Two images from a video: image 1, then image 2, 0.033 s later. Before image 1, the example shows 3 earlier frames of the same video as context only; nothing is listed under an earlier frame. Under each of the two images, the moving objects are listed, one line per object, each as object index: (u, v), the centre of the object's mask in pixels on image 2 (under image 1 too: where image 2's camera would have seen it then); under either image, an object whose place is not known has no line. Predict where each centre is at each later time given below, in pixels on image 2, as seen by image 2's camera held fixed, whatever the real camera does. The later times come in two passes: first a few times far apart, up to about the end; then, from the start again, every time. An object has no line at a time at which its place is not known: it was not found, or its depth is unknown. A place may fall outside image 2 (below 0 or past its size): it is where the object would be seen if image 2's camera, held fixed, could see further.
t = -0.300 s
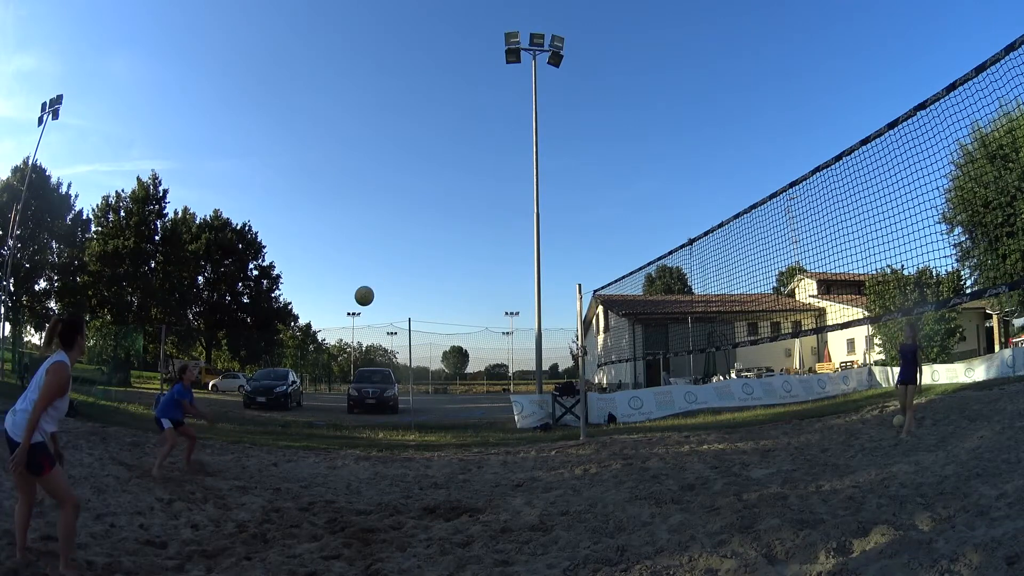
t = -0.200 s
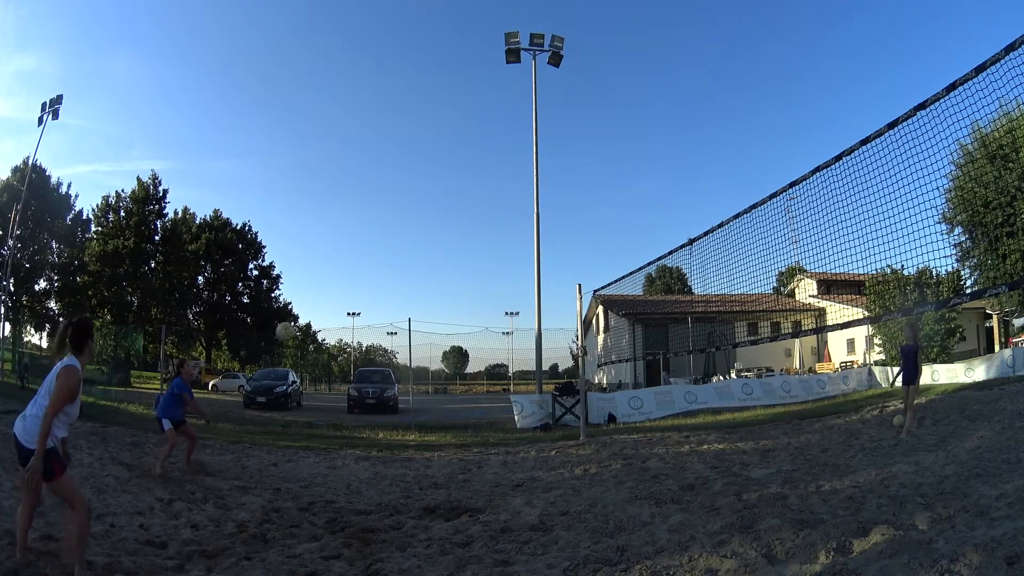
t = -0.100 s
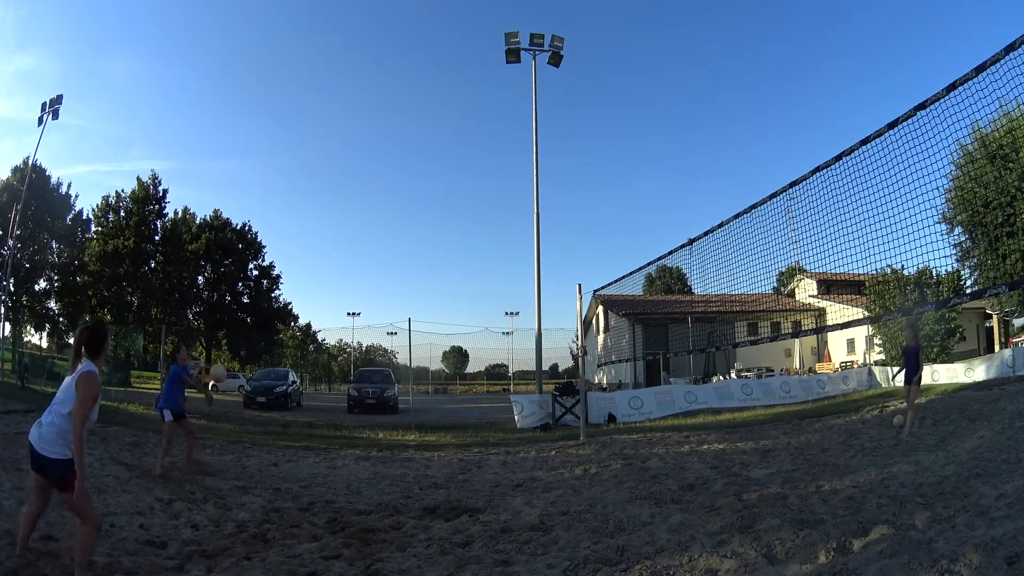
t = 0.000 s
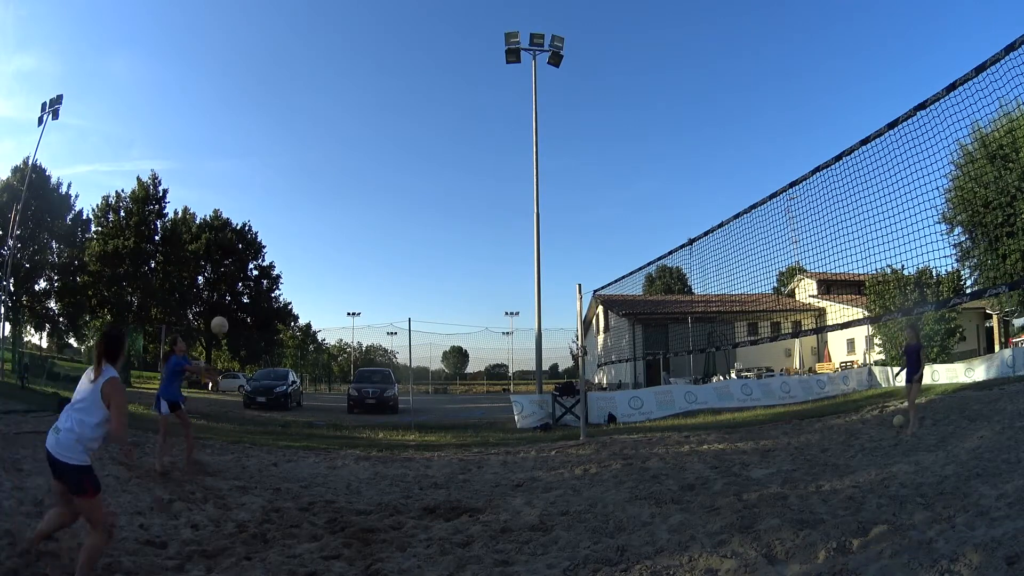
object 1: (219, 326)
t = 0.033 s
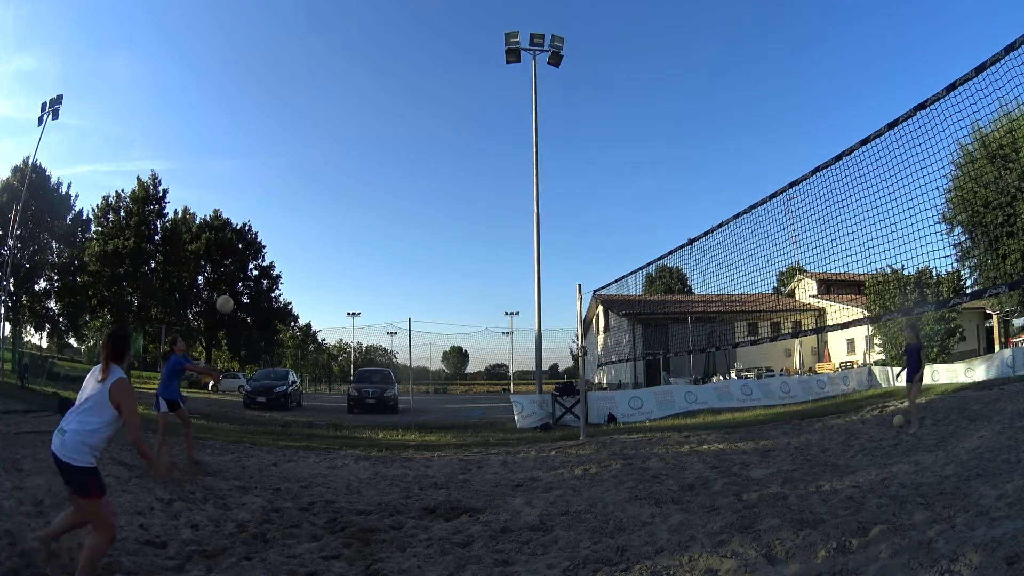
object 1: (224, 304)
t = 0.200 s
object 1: (256, 212)
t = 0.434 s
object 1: (300, 124)
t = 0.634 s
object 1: (335, 82)
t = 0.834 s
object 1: (366, 67)
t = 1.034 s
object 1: (395, 81)
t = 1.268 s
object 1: (427, 143)
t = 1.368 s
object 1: (443, 192)
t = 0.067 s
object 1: (231, 284)
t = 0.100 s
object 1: (236, 265)
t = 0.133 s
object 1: (243, 246)
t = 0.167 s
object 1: (249, 228)
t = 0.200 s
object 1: (256, 212)
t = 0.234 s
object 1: (262, 196)
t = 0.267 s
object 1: (268, 182)
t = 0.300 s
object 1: (275, 168)
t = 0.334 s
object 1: (281, 156)
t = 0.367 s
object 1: (287, 144)
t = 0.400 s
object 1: (294, 134)
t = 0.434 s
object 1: (300, 124)
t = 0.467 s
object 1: (306, 115)
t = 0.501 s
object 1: (312, 107)
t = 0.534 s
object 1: (318, 99)
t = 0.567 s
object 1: (324, 93)
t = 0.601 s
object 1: (330, 87)
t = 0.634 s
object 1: (335, 82)
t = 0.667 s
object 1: (341, 77)
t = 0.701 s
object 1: (346, 74)
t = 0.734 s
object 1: (351, 71)
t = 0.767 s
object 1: (356, 69)
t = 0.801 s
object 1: (361, 68)
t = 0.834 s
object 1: (366, 67)
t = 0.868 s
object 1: (371, 67)
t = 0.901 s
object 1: (376, 69)
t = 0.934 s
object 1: (381, 70)
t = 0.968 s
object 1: (386, 73)
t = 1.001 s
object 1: (390, 76)
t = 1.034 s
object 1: (395, 81)
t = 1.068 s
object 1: (399, 86)
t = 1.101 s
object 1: (404, 93)
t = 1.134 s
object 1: (408, 100)
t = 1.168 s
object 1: (413, 109)
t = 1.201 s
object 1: (418, 119)
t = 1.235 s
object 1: (423, 130)
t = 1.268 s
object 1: (427, 143)
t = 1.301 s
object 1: (432, 158)
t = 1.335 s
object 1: (438, 174)
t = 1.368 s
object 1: (443, 192)
